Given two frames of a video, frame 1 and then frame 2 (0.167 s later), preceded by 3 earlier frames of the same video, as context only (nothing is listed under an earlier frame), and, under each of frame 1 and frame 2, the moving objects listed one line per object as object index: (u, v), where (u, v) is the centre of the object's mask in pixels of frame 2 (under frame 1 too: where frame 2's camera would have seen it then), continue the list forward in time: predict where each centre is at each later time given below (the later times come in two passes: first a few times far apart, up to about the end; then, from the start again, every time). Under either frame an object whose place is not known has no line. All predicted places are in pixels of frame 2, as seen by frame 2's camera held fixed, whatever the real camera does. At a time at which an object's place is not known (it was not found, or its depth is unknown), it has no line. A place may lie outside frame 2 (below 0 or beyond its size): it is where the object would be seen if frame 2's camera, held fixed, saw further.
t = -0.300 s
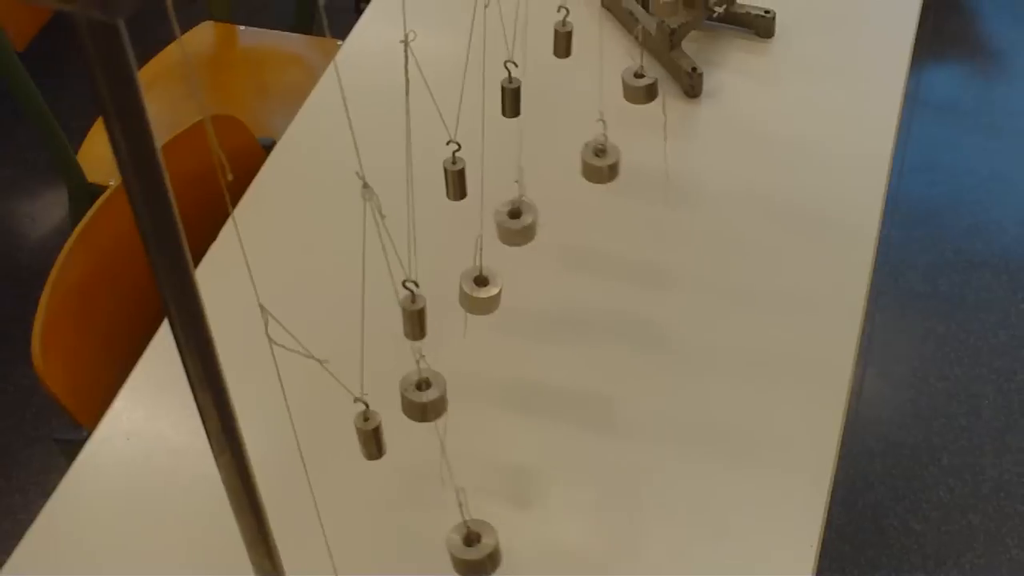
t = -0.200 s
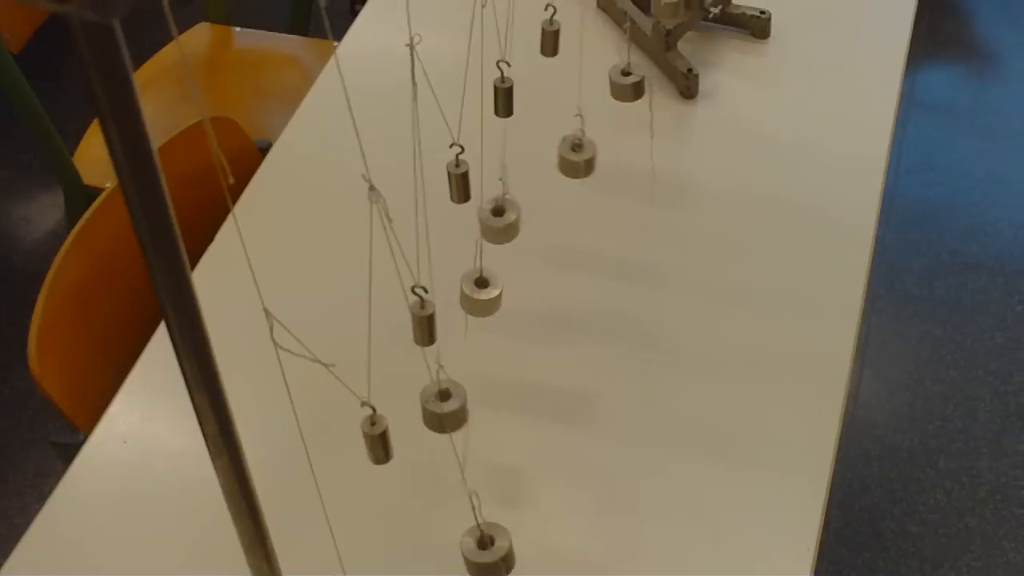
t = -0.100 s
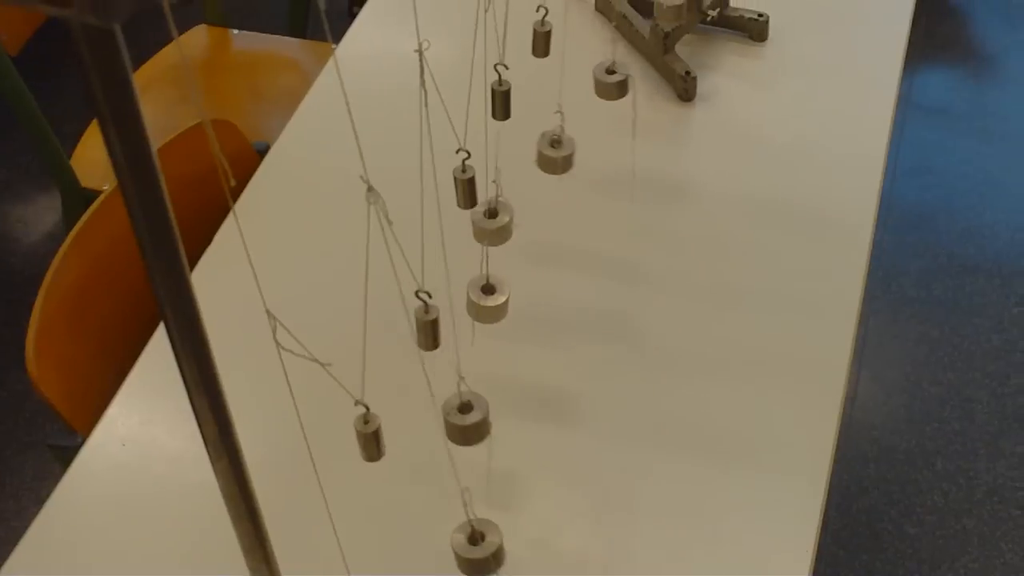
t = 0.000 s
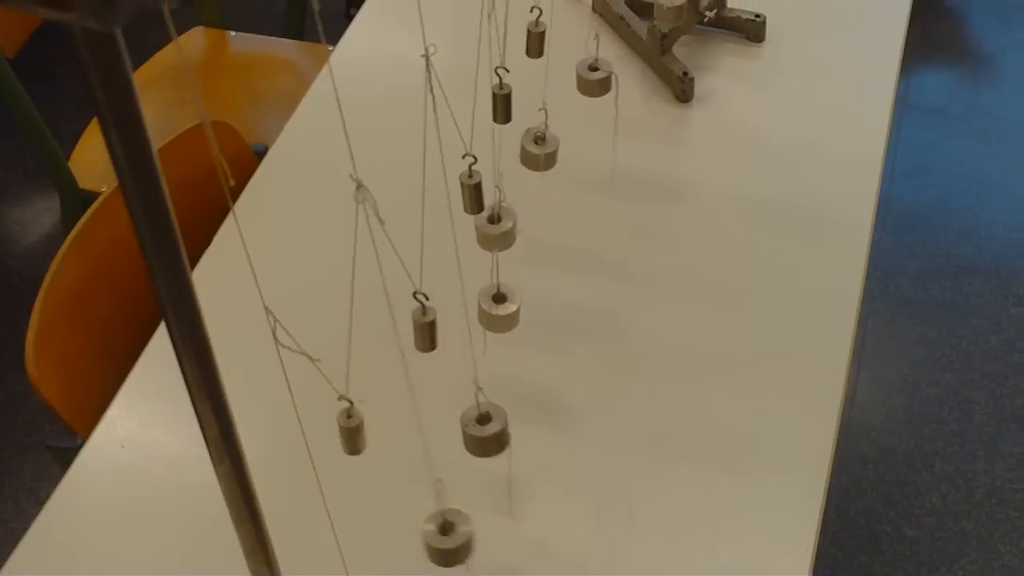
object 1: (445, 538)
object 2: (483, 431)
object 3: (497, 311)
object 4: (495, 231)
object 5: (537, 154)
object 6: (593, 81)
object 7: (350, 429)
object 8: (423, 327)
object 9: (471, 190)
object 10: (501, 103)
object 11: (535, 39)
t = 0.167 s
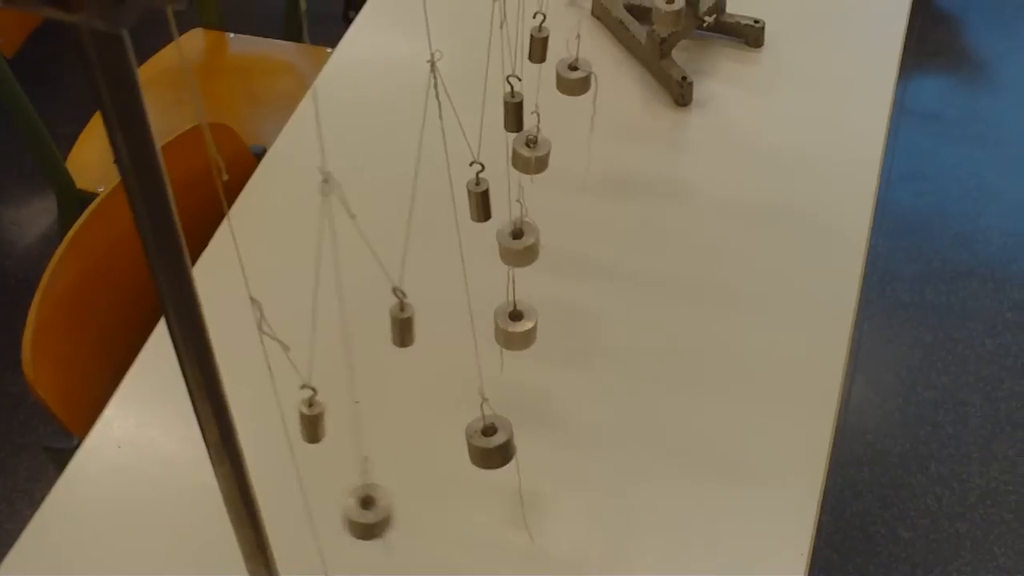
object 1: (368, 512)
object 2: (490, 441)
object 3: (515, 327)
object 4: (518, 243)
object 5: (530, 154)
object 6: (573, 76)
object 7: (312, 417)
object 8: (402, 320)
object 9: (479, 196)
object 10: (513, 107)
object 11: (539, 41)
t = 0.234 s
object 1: (337, 501)
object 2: (485, 443)
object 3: (521, 333)
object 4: (531, 249)
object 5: (534, 158)
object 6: (569, 76)
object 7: (302, 413)
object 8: (390, 318)
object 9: (479, 198)
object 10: (518, 110)
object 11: (542, 42)
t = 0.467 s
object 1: (280, 485)
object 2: (434, 429)
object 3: (520, 339)
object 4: (569, 260)
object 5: (573, 172)
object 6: (582, 84)
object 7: (288, 402)
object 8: (358, 307)
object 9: (469, 195)
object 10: (535, 114)
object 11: (566, 49)
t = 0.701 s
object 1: (333, 515)
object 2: (388, 404)
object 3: (497, 325)
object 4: (566, 254)
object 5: (613, 182)
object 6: (618, 95)
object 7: (292, 412)
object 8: (363, 307)
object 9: (451, 187)
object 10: (529, 110)
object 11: (580, 52)
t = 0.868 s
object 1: (412, 542)
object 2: (389, 396)
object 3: (479, 308)
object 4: (538, 242)
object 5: (614, 179)
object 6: (633, 98)
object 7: (316, 420)
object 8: (385, 311)
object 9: (443, 181)
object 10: (512, 104)
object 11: (570, 49)
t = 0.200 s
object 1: (352, 506)
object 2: (487, 443)
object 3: (517, 330)
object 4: (524, 246)
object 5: (531, 156)
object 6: (570, 76)
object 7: (306, 415)
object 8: (395, 319)
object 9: (478, 197)
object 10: (515, 109)
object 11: (540, 42)
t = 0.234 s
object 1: (337, 501)
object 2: (485, 443)
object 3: (521, 333)
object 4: (531, 249)
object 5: (534, 158)
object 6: (569, 76)
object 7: (302, 413)
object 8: (390, 318)
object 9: (479, 198)
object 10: (518, 110)
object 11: (542, 42)
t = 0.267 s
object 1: (323, 497)
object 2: (479, 443)
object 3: (522, 336)
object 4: (538, 252)
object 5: (538, 160)
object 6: (569, 77)
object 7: (297, 411)
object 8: (383, 317)
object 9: (478, 199)
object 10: (522, 111)
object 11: (545, 44)
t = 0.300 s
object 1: (311, 489)
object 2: (473, 439)
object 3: (523, 336)
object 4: (544, 254)
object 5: (543, 161)
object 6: (570, 78)
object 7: (294, 406)
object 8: (378, 313)
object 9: (478, 198)
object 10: (525, 112)
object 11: (549, 45)
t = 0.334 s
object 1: (300, 487)
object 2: (466, 438)
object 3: (524, 337)
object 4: (550, 255)
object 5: (547, 163)
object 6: (570, 79)
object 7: (291, 404)
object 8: (372, 311)
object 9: (476, 197)
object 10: (527, 112)
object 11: (552, 46)
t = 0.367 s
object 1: (291, 484)
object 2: (458, 437)
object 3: (523, 339)
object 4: (554, 257)
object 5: (551, 164)
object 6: (570, 78)
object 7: (290, 403)
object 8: (367, 310)
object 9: (473, 197)
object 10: (528, 112)
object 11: (552, 45)
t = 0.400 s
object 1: (285, 485)
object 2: (450, 435)
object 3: (523, 340)
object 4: (561, 260)
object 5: (559, 168)
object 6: (574, 81)
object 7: (289, 403)
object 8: (364, 310)
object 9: (473, 198)
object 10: (532, 114)
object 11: (558, 47)
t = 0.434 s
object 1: (281, 482)
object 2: (442, 431)
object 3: (522, 339)
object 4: (566, 260)
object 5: (566, 170)
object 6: (578, 83)
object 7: (289, 401)
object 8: (360, 308)
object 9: (471, 196)
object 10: (534, 114)
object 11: (562, 48)
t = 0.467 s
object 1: (280, 485)
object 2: (434, 429)
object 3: (520, 339)
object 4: (569, 260)
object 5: (573, 172)
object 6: (582, 84)
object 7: (288, 402)
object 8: (358, 307)
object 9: (469, 195)
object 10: (535, 114)
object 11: (566, 49)
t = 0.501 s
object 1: (281, 488)
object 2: (425, 426)
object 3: (517, 339)
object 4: (571, 261)
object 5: (579, 174)
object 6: (585, 85)
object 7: (288, 404)
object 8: (356, 307)
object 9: (466, 195)
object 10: (535, 114)
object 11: (568, 49)
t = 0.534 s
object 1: (284, 491)
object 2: (417, 422)
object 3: (515, 338)
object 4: (574, 261)
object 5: (587, 177)
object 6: (591, 87)
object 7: (288, 405)
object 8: (355, 308)
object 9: (464, 194)
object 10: (536, 114)
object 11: (572, 51)
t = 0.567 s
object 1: (289, 494)
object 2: (410, 417)
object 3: (512, 335)
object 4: (574, 260)
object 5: (593, 179)
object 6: (596, 89)
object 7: (288, 405)
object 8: (355, 306)
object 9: (461, 193)
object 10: (535, 114)
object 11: (575, 52)
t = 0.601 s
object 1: (297, 499)
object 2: (403, 414)
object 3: (509, 334)
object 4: (574, 260)
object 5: (600, 180)
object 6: (602, 90)
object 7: (288, 408)
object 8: (356, 307)
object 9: (459, 192)
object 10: (535, 113)
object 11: (577, 52)
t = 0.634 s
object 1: (307, 503)
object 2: (397, 410)
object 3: (505, 331)
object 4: (572, 258)
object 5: (604, 181)
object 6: (607, 91)
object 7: (289, 409)
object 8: (358, 307)
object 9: (455, 190)
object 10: (532, 112)
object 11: (578, 51)
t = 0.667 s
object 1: (319, 509)
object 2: (392, 407)
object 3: (501, 328)
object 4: (570, 257)
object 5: (609, 182)
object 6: (612, 93)
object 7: (290, 410)
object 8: (360, 307)
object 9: (453, 189)
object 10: (531, 111)
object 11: (579, 52)
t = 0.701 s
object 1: (333, 515)
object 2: (388, 404)
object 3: (497, 325)
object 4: (566, 254)
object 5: (613, 182)
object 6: (618, 95)
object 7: (292, 412)
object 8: (363, 307)
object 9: (451, 187)
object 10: (529, 110)
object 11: (580, 52)
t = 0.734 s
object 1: (347, 522)
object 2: (386, 402)
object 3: (493, 322)
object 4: (562, 252)
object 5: (615, 182)
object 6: (622, 96)
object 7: (295, 414)
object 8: (367, 308)
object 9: (448, 186)
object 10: (525, 109)
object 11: (579, 51)
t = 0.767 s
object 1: (363, 527)
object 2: (384, 399)
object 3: (489, 318)
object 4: (556, 249)
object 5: (616, 181)
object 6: (625, 97)
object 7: (299, 415)
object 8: (371, 308)
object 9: (446, 184)
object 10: (522, 107)
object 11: (577, 50)
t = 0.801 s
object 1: (379, 532)
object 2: (384, 397)
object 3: (485, 315)
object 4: (550, 247)
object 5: (616, 180)
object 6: (627, 97)
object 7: (303, 417)
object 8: (375, 309)
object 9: (444, 183)
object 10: (518, 105)
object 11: (575, 50)
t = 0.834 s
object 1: (396, 539)
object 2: (386, 397)
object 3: (482, 312)
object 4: (544, 244)
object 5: (615, 179)
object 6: (630, 97)
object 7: (309, 418)
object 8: (380, 310)
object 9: (443, 182)
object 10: (514, 104)
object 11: (572, 49)
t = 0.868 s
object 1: (412, 542)
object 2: (389, 396)
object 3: (479, 308)
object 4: (538, 242)
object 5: (614, 179)
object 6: (633, 98)
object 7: (316, 420)
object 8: (385, 311)
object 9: (443, 181)
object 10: (512, 104)
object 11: (570, 49)
